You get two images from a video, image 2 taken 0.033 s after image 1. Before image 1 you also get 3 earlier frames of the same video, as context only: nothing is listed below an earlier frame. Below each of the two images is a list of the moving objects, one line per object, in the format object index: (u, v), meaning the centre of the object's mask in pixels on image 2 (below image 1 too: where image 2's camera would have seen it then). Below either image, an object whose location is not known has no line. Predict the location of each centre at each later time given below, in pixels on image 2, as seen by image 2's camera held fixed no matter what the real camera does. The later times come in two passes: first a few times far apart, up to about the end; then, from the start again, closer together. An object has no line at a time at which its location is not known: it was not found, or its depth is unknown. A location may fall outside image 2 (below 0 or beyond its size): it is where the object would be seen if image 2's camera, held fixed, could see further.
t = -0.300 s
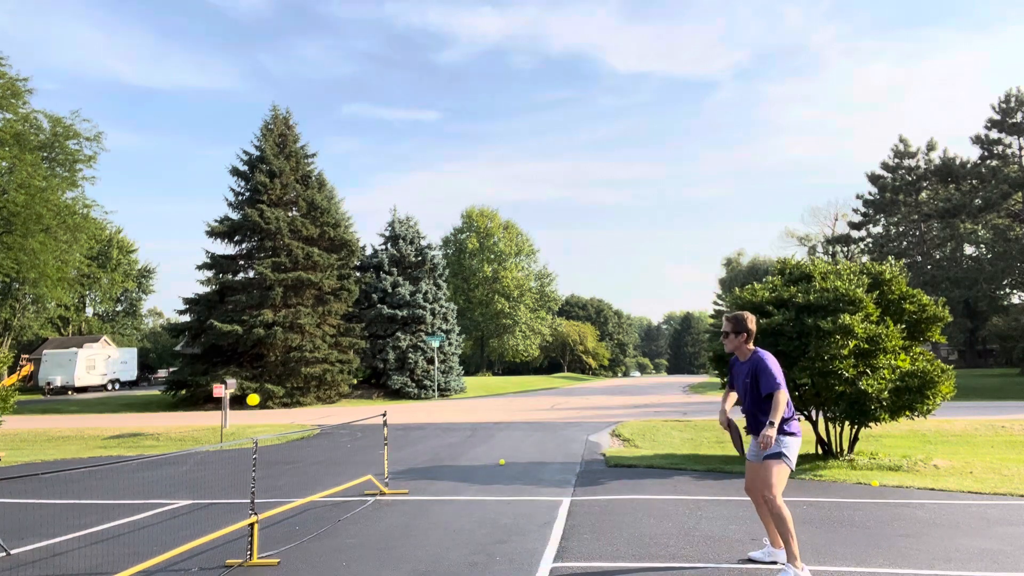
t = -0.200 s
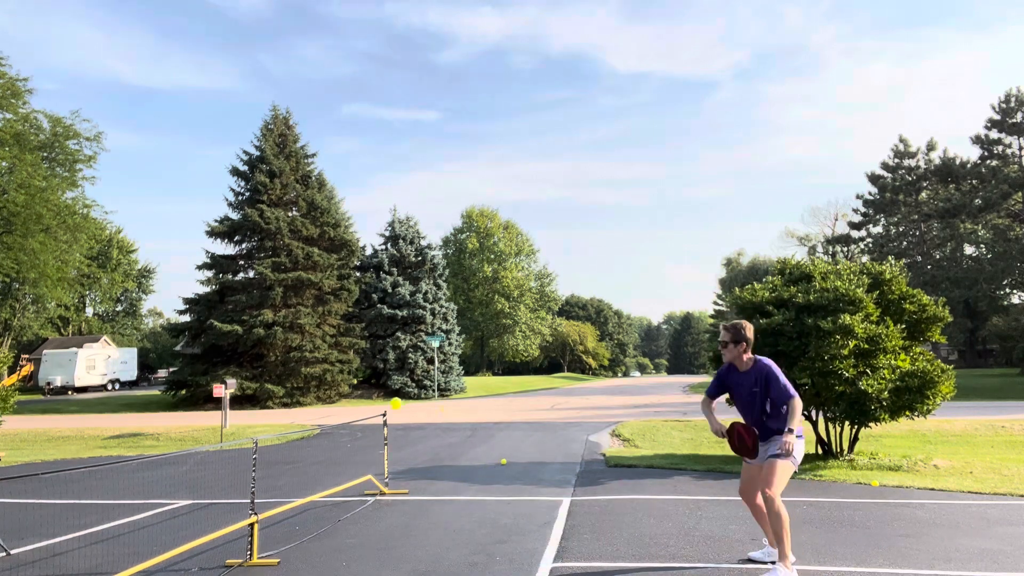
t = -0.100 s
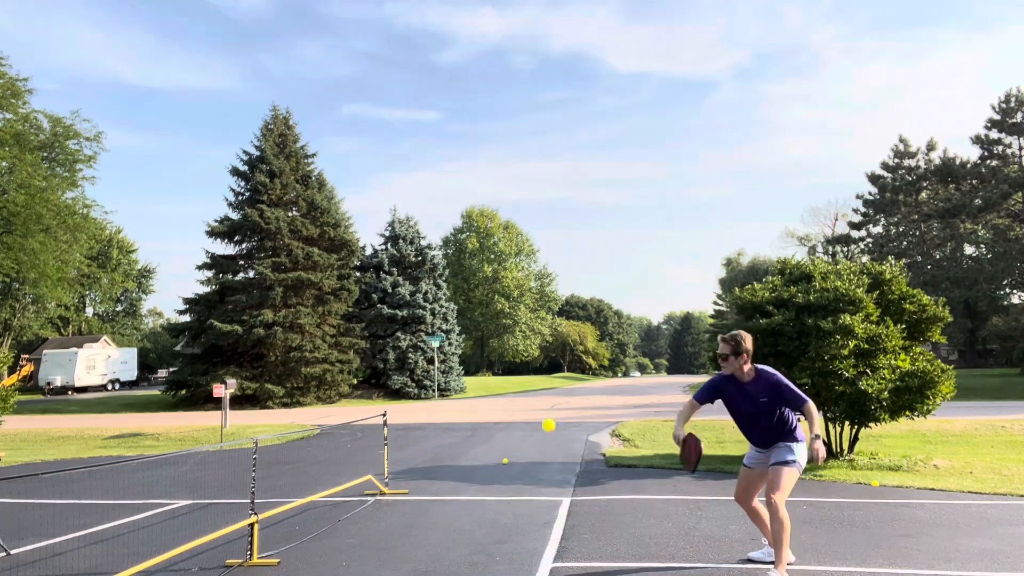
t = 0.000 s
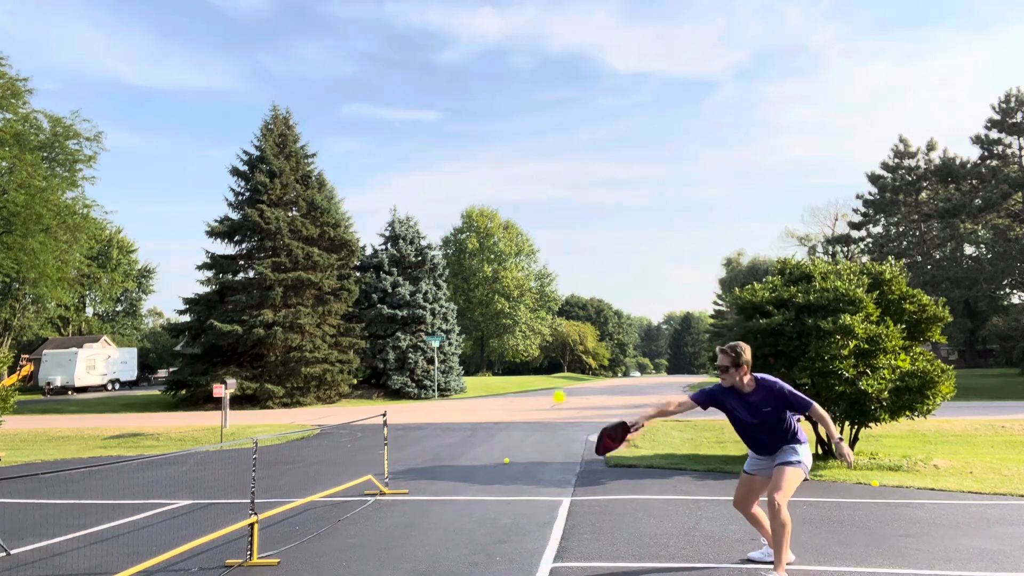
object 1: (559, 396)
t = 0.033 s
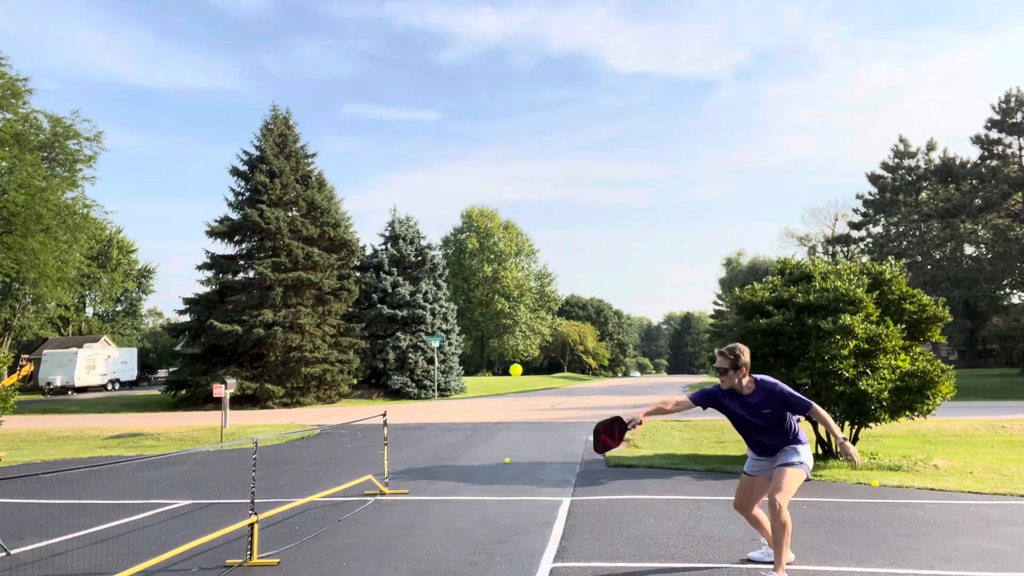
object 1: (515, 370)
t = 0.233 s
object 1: (305, 269)
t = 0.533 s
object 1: (82, 247)
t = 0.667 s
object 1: (5, 271)
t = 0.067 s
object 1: (475, 347)
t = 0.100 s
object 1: (437, 327)
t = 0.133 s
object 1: (402, 309)
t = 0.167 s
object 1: (368, 294)
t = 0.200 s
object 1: (336, 281)
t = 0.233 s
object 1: (305, 269)
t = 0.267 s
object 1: (276, 261)
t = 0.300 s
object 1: (248, 254)
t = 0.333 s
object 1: (221, 249)
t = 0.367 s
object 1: (196, 245)
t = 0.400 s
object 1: (171, 243)
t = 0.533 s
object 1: (82, 247)
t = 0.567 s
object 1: (62, 252)
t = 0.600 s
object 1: (42, 257)
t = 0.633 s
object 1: (24, 264)
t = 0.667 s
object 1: (5, 271)
